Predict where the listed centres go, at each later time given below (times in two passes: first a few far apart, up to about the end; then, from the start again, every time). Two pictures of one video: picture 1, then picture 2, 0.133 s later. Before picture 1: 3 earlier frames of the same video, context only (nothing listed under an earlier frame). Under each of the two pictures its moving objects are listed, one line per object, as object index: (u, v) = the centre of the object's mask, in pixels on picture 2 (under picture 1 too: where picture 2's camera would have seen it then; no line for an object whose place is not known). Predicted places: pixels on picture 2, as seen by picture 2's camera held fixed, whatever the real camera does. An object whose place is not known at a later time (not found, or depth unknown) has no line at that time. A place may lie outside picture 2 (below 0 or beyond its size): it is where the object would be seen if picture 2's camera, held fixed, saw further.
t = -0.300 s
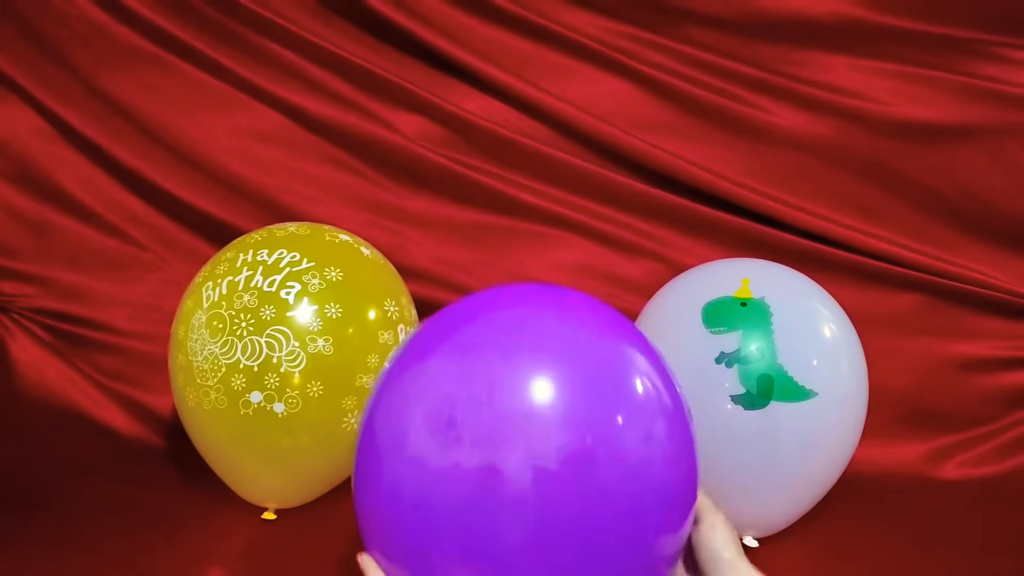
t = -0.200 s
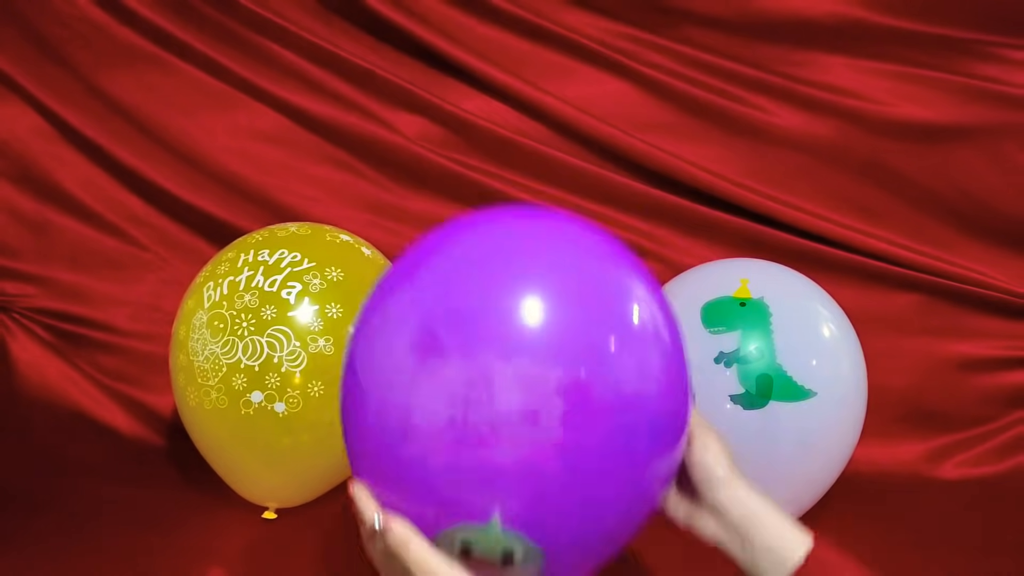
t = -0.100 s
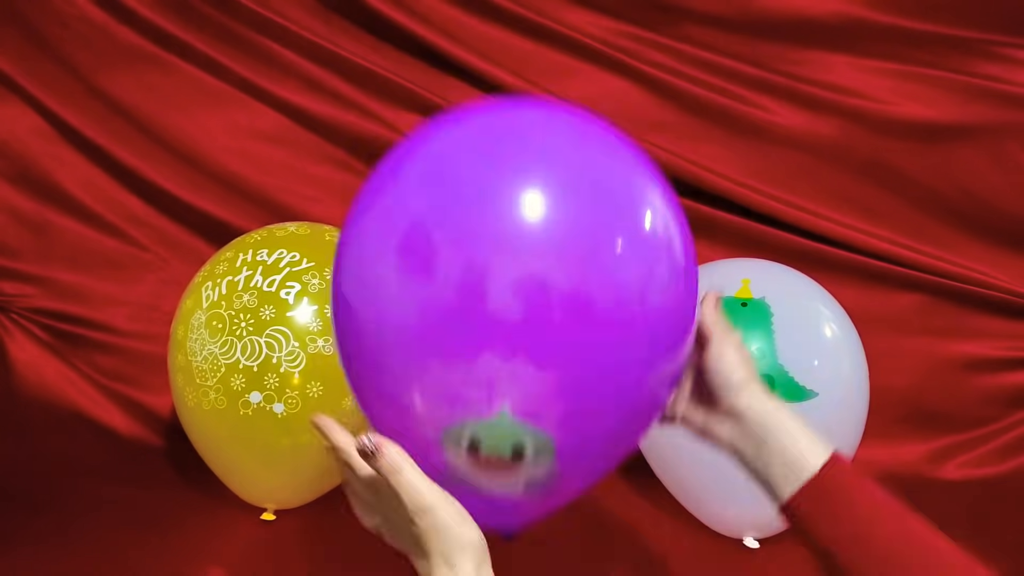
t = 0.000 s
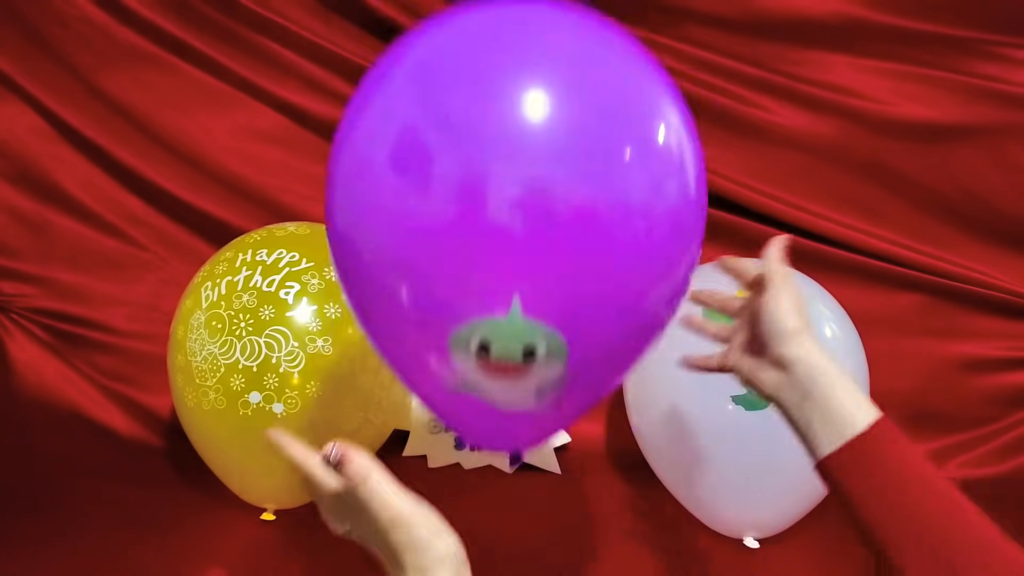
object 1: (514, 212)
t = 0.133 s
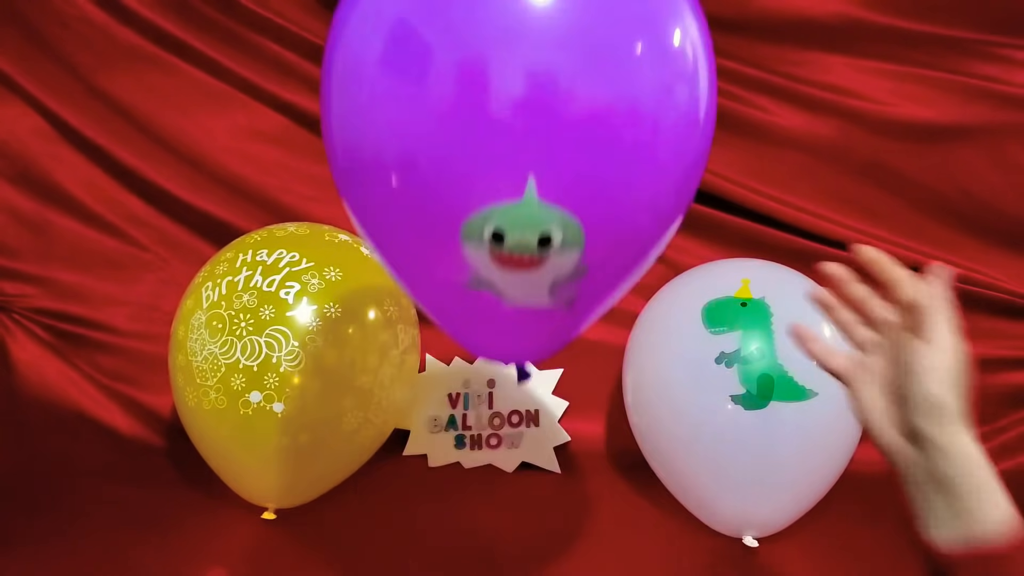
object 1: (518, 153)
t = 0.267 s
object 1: (520, 121)
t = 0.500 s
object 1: (527, 94)
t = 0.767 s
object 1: (533, 102)
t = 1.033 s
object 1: (541, 154)
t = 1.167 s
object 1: (543, 213)
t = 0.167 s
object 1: (518, 144)
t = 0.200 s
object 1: (519, 135)
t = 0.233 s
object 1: (520, 127)
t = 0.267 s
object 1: (520, 121)
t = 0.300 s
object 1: (521, 115)
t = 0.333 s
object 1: (522, 109)
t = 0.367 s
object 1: (523, 105)
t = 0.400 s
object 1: (524, 101)
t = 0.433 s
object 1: (525, 98)
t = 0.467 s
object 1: (526, 96)
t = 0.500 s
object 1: (527, 94)
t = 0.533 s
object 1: (528, 93)
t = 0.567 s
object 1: (529, 92)
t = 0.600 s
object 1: (529, 92)
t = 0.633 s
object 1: (530, 93)
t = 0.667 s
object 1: (531, 94)
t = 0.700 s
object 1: (532, 96)
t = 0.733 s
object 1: (533, 99)
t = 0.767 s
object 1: (533, 102)
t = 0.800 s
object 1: (534, 106)
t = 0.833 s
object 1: (535, 110)
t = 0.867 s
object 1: (536, 116)
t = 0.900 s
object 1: (537, 122)
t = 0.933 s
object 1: (538, 128)
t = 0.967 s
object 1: (540, 137)
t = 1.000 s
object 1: (540, 145)
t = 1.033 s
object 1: (541, 154)
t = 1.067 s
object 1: (542, 164)
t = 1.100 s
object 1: (542, 177)
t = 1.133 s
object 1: (543, 192)
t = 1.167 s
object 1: (543, 213)
